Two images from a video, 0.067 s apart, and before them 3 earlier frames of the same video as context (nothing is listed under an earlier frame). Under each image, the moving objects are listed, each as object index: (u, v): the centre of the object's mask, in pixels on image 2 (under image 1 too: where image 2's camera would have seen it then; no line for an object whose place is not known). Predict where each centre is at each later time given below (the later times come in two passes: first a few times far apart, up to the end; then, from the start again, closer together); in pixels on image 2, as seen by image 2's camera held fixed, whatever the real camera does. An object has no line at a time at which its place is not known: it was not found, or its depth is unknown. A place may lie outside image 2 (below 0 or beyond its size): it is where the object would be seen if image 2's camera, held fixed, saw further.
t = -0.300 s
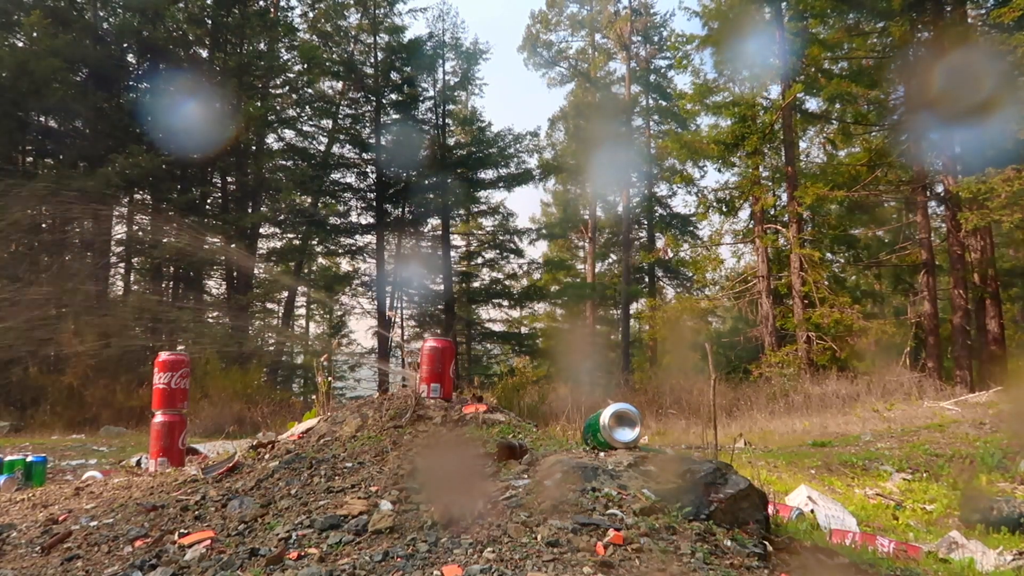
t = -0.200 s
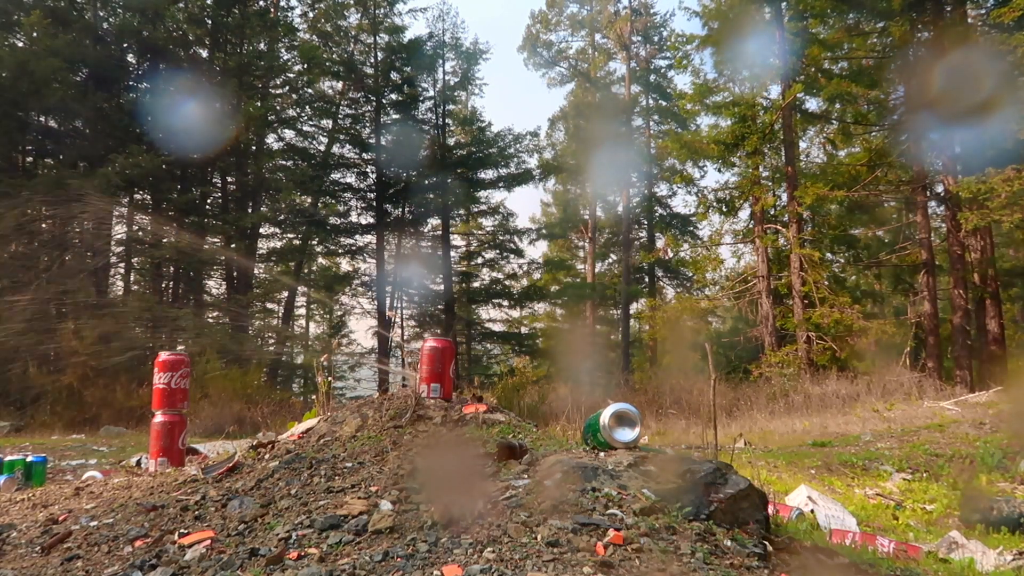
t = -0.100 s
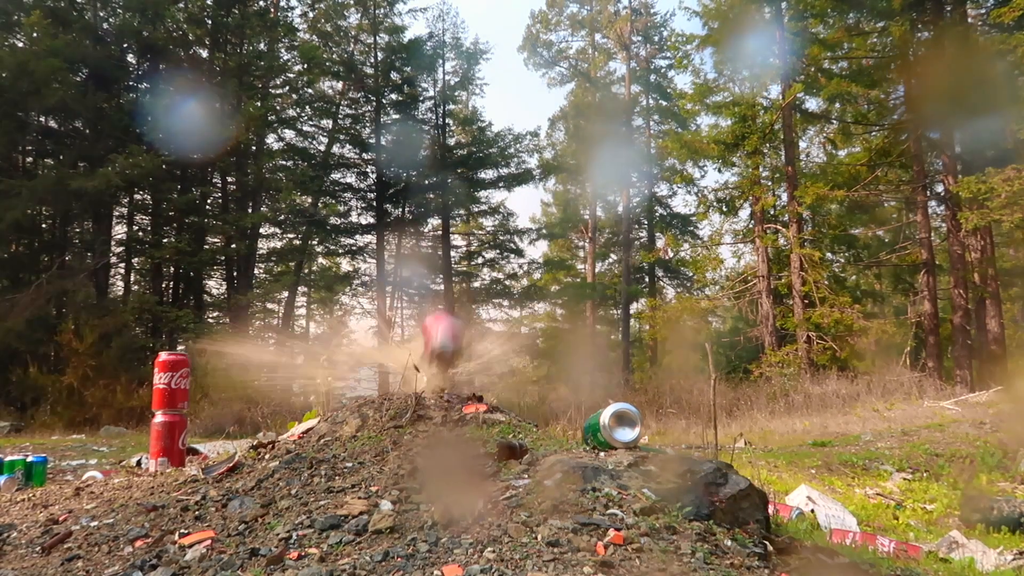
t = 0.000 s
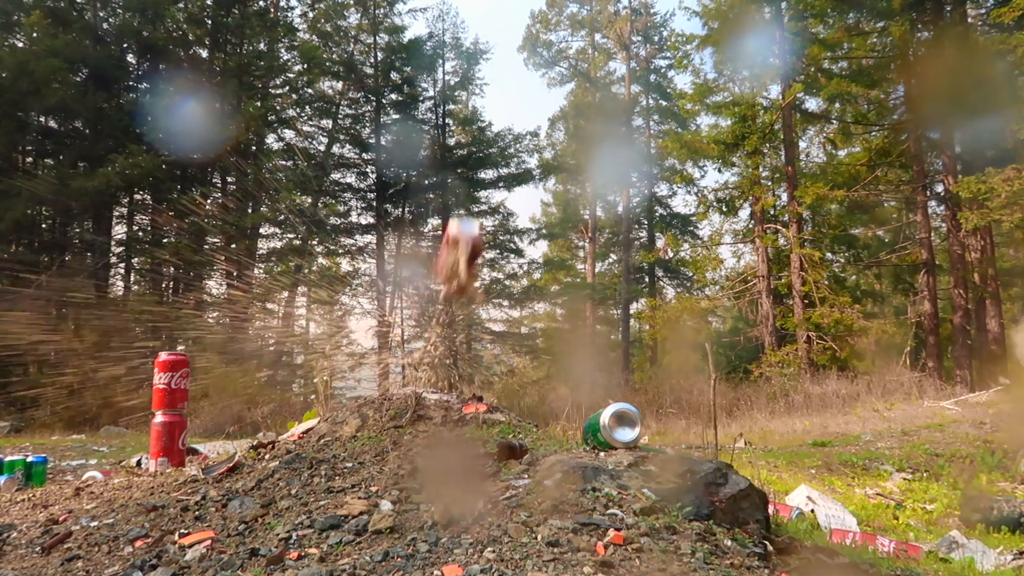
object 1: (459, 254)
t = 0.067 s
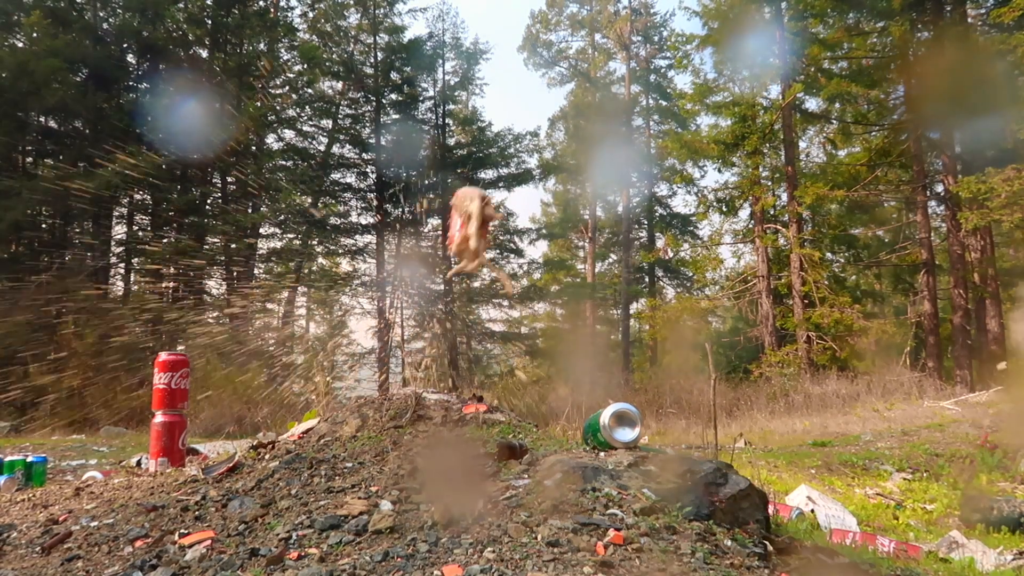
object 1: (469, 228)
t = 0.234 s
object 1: (491, 267)
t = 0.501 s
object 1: (572, 425)
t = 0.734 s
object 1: (573, 426)
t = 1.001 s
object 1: (566, 426)
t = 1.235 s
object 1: (566, 425)
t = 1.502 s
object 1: (566, 425)
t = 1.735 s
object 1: (566, 425)
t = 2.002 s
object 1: (566, 425)
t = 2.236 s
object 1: (566, 424)
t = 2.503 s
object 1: (565, 424)
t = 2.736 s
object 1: (566, 426)
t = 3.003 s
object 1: (566, 426)
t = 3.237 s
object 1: (566, 426)
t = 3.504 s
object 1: (566, 426)
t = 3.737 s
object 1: (566, 426)
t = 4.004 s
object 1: (566, 426)
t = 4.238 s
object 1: (566, 426)
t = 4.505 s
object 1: (566, 426)
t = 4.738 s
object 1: (566, 426)
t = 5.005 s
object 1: (566, 426)
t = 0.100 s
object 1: (477, 220)
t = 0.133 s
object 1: (483, 217)
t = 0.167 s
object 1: (490, 217)
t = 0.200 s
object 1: (484, 239)
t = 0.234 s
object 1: (491, 267)
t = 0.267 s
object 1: (501, 297)
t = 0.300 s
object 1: (511, 335)
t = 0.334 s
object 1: (522, 382)
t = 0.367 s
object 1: (534, 404)
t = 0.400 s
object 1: (538, 426)
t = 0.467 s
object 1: (565, 423)
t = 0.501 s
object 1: (572, 425)
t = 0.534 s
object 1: (578, 428)
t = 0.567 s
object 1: (573, 426)
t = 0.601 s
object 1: (572, 426)
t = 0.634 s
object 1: (572, 426)
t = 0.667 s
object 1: (573, 426)
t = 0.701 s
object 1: (573, 426)
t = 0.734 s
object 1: (573, 426)
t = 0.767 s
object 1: (572, 426)
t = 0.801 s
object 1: (571, 426)
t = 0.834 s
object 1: (570, 427)
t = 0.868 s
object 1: (569, 427)
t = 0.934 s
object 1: (567, 426)
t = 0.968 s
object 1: (566, 426)
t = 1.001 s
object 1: (566, 426)
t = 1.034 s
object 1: (566, 426)
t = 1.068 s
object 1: (567, 426)
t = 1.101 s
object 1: (567, 426)
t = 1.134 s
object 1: (566, 426)
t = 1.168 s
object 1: (566, 425)
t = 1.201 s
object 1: (566, 426)
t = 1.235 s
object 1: (566, 425)
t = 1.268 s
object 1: (566, 425)
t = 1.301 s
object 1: (566, 426)
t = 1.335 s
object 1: (566, 426)
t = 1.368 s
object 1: (566, 425)
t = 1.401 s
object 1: (566, 425)
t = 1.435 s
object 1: (566, 425)
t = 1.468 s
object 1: (566, 425)
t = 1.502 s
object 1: (566, 425)
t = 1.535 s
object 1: (566, 425)
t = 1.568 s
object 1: (566, 425)
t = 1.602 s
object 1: (566, 425)
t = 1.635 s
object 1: (566, 425)
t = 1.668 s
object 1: (566, 425)
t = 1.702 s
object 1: (566, 425)
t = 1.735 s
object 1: (566, 425)
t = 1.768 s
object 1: (566, 425)
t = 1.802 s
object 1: (566, 425)
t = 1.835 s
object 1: (566, 425)
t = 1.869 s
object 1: (566, 425)
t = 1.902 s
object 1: (566, 425)
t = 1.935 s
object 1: (566, 425)
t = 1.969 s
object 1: (566, 425)
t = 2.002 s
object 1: (566, 425)
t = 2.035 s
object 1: (566, 425)
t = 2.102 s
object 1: (566, 424)
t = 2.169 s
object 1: (566, 424)
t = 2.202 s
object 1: (566, 424)
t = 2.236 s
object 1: (566, 424)
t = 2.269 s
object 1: (566, 424)
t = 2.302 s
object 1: (566, 424)
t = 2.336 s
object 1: (566, 424)
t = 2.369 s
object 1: (565, 424)
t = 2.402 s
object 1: (565, 424)
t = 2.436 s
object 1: (566, 424)
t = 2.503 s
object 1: (565, 424)
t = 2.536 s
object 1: (565, 424)
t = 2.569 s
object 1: (565, 424)
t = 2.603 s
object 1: (566, 426)
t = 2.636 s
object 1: (566, 426)
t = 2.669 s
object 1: (566, 426)
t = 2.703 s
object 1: (566, 426)
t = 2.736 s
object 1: (566, 426)
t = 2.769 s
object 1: (566, 426)
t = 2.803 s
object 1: (566, 426)
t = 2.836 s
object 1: (566, 426)
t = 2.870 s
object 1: (567, 426)
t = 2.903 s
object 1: (566, 425)
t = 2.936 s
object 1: (566, 425)
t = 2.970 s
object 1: (566, 426)
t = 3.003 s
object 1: (566, 426)
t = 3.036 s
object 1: (566, 426)
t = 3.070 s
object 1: (566, 426)
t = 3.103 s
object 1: (566, 426)
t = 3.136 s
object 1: (566, 426)
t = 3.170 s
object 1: (566, 426)
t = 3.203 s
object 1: (566, 426)
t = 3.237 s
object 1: (566, 426)
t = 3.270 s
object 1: (566, 426)
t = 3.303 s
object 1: (566, 426)
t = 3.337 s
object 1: (566, 426)
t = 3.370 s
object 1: (566, 426)
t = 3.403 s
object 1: (566, 426)
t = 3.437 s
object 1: (566, 426)
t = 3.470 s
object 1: (566, 426)
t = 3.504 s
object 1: (566, 426)
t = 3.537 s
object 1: (566, 426)
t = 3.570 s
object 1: (566, 426)
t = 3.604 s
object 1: (566, 426)
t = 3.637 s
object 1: (566, 426)
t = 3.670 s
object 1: (566, 426)
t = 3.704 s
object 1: (566, 426)
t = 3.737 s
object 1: (566, 426)
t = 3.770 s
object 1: (566, 426)
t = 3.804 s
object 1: (566, 426)
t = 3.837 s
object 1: (566, 426)
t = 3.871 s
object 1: (566, 426)
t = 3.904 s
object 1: (566, 426)
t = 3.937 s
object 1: (566, 426)
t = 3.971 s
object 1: (566, 426)
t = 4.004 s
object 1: (566, 426)
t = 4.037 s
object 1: (566, 426)
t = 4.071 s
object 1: (566, 426)
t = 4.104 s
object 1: (566, 426)
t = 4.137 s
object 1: (566, 426)
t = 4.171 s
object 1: (566, 426)
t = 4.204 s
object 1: (566, 426)
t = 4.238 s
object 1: (566, 426)
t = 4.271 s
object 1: (566, 426)
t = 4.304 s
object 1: (566, 426)
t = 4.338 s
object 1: (566, 426)
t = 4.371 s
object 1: (566, 426)
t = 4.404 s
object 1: (566, 426)
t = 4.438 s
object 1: (566, 426)
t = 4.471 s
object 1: (566, 426)
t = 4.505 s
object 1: (566, 426)
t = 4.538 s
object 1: (566, 426)
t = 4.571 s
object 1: (566, 426)
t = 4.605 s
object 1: (566, 426)
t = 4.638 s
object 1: (566, 426)
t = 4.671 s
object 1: (566, 426)
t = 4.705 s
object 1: (566, 426)
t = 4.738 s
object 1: (566, 426)
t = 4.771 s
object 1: (566, 426)
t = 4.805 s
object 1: (566, 426)
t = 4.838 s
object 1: (566, 426)
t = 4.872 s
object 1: (566, 426)
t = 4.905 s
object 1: (566, 426)
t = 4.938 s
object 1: (566, 426)
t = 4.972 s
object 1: (566, 426)
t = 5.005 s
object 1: (566, 426)
